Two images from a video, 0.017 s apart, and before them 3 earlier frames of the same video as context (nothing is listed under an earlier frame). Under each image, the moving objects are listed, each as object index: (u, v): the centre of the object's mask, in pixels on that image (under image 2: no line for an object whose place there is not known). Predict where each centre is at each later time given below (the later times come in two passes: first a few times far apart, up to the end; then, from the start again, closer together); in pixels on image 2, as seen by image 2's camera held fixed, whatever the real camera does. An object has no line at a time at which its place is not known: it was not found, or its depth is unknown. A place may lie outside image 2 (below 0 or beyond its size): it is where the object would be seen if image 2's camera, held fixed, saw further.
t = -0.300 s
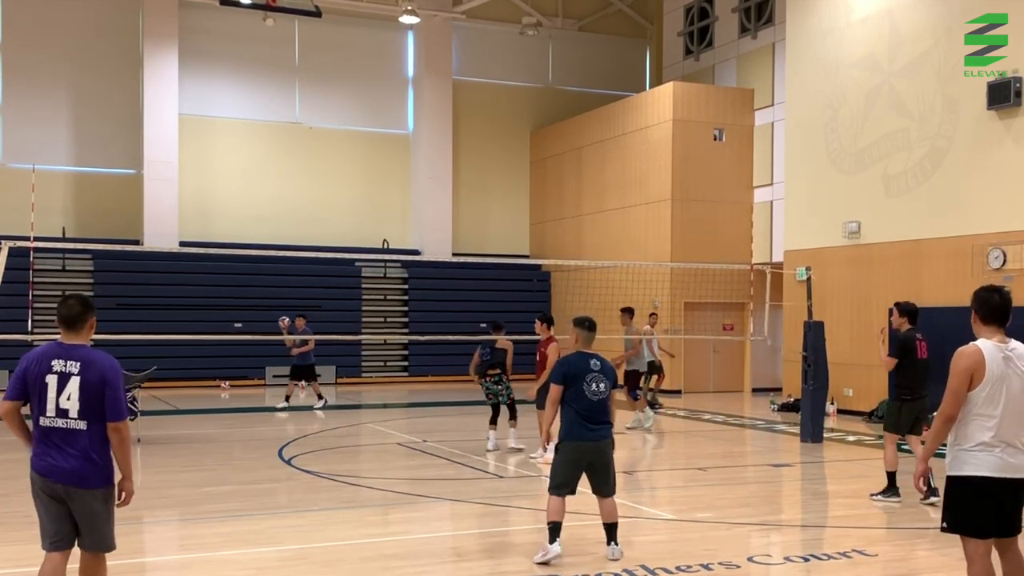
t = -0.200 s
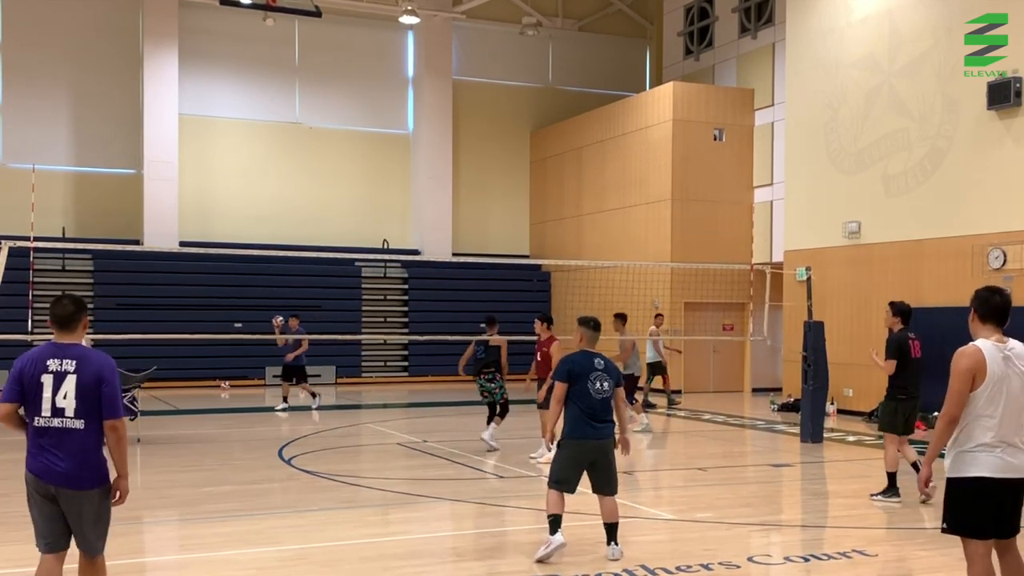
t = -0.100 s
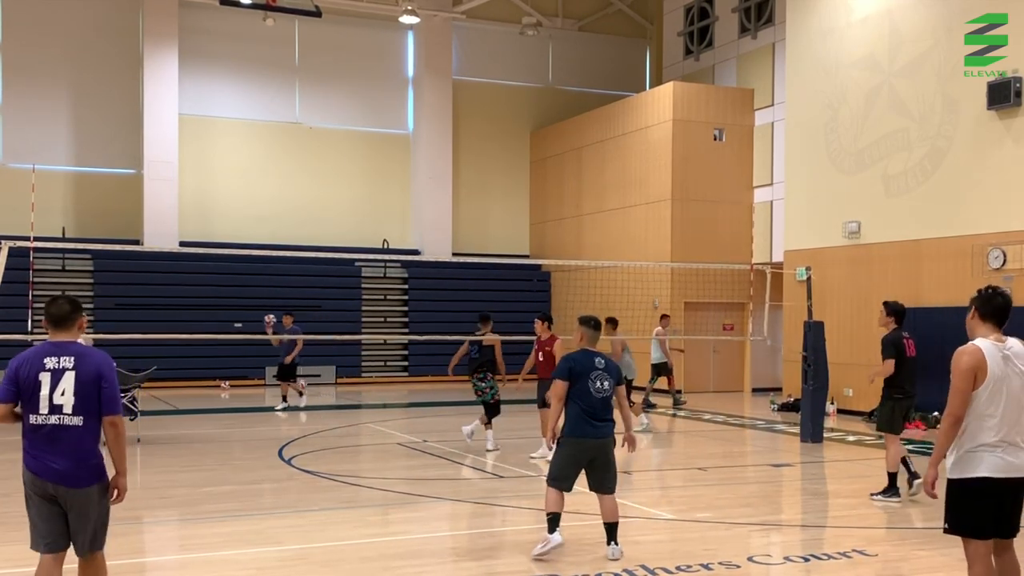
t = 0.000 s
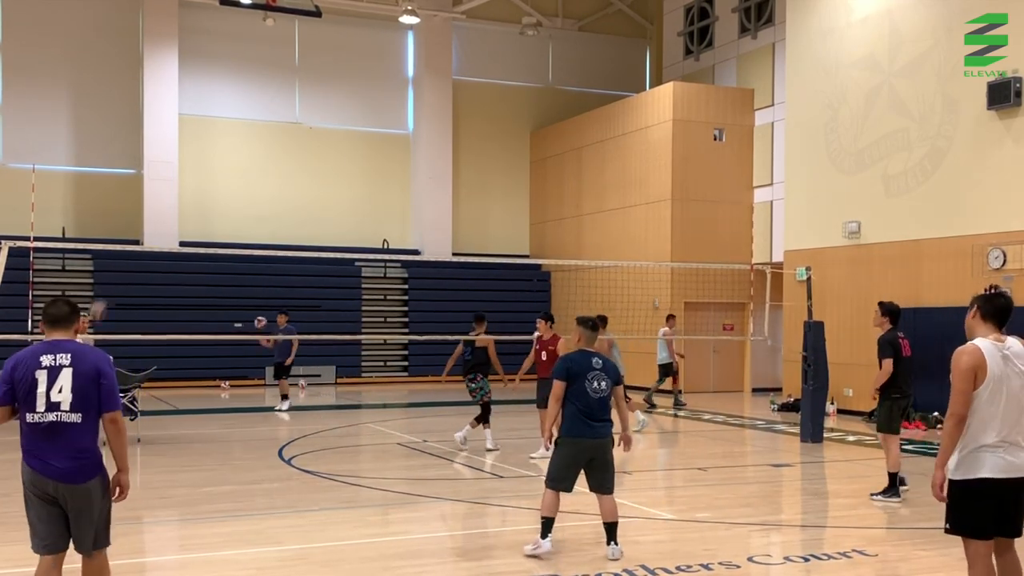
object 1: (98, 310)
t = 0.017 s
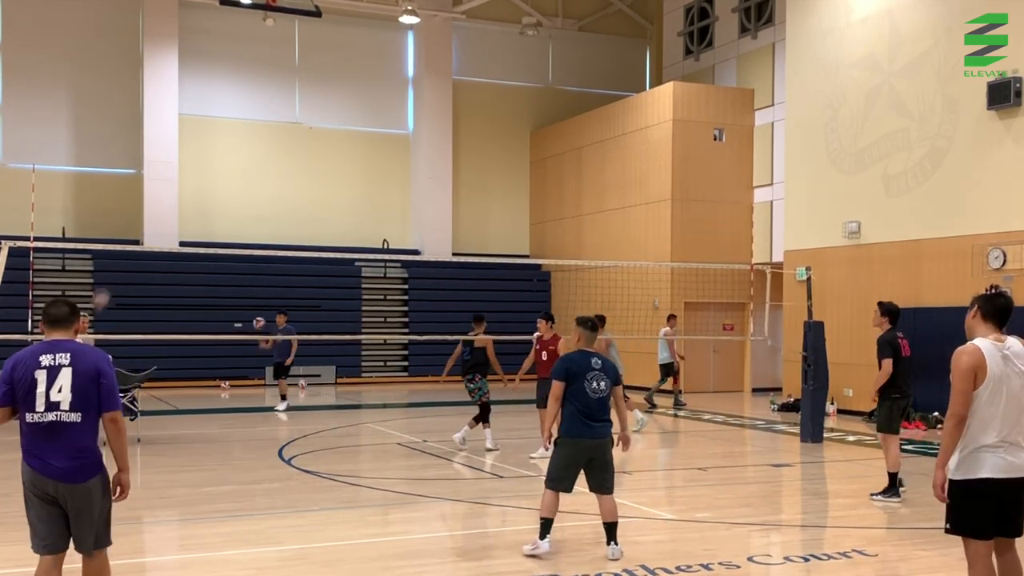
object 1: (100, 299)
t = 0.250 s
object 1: (152, 172)
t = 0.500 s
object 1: (214, 76)
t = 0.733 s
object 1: (278, 32)
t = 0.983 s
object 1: (359, 46)
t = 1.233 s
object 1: (450, 140)
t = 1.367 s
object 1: (502, 232)
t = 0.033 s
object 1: (104, 289)
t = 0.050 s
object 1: (107, 280)
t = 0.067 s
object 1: (111, 270)
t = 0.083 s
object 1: (116, 260)
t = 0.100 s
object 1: (118, 254)
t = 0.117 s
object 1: (122, 239)
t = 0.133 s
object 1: (128, 232)
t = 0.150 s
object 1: (130, 224)
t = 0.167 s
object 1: (135, 215)
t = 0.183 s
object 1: (139, 207)
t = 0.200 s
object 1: (142, 198)
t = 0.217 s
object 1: (145, 188)
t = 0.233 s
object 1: (149, 180)
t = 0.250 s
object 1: (152, 172)
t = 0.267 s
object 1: (156, 165)
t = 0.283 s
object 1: (160, 157)
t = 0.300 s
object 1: (165, 149)
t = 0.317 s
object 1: (169, 142)
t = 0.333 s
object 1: (172, 136)
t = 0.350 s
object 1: (176, 128)
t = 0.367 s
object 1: (181, 123)
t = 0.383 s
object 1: (185, 116)
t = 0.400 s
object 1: (189, 109)
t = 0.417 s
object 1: (193, 104)
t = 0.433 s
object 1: (197, 98)
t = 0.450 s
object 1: (201, 92)
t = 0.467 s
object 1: (206, 87)
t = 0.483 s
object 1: (210, 82)
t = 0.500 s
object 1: (214, 76)
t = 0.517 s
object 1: (218, 72)
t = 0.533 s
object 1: (223, 68)
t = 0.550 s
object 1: (227, 64)
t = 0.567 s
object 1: (232, 60)
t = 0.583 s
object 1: (237, 55)
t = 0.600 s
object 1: (241, 52)
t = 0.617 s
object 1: (246, 49)
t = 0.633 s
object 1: (250, 46)
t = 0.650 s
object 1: (254, 43)
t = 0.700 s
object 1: (269, 36)
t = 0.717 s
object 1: (274, 34)
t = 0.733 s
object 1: (278, 32)
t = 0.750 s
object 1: (284, 31)
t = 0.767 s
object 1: (288, 30)
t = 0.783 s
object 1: (295, 30)
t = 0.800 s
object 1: (299, 30)
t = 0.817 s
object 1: (304, 31)
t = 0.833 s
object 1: (310, 30)
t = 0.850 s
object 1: (315, 31)
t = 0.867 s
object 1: (320, 32)
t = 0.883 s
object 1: (325, 34)
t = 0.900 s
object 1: (331, 34)
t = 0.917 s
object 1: (337, 36)
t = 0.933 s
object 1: (342, 38)
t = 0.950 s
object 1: (348, 40)
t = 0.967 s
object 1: (353, 43)
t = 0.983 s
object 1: (359, 46)
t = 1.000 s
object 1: (364, 49)
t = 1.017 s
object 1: (369, 54)
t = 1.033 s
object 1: (377, 58)
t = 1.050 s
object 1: (382, 64)
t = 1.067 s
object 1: (388, 68)
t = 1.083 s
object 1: (394, 73)
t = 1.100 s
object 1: (399, 79)
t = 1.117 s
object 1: (404, 86)
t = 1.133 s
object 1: (411, 92)
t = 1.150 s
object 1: (418, 99)
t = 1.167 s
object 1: (424, 106)
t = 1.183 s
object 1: (430, 114)
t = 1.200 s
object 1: (436, 123)
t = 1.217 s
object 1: (443, 132)
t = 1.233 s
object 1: (450, 140)
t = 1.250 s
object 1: (455, 149)
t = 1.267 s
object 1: (463, 160)
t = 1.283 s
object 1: (470, 171)
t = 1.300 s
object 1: (476, 182)
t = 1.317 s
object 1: (483, 192)
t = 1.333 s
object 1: (490, 205)
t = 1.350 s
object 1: (495, 218)
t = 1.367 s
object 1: (502, 232)
